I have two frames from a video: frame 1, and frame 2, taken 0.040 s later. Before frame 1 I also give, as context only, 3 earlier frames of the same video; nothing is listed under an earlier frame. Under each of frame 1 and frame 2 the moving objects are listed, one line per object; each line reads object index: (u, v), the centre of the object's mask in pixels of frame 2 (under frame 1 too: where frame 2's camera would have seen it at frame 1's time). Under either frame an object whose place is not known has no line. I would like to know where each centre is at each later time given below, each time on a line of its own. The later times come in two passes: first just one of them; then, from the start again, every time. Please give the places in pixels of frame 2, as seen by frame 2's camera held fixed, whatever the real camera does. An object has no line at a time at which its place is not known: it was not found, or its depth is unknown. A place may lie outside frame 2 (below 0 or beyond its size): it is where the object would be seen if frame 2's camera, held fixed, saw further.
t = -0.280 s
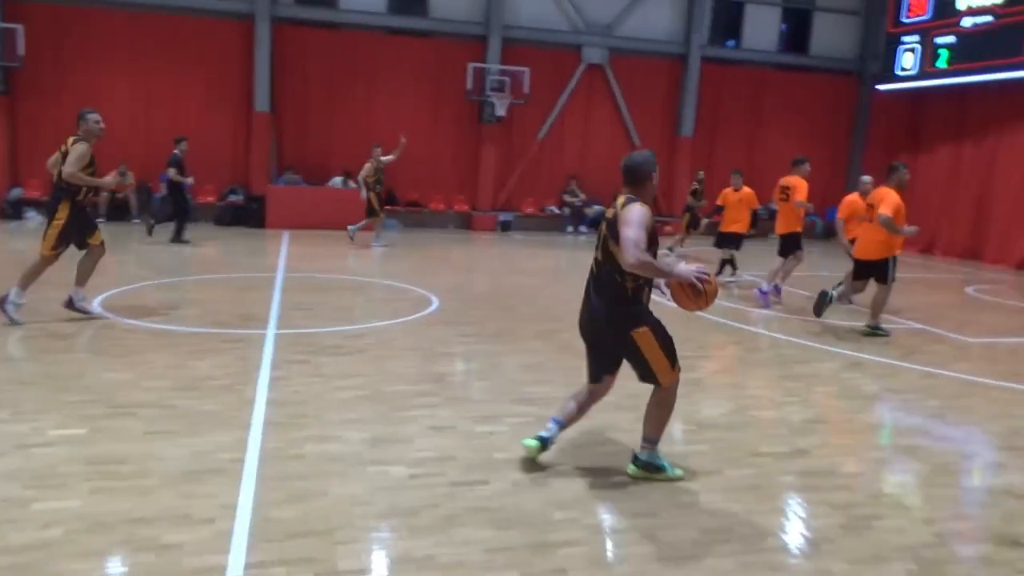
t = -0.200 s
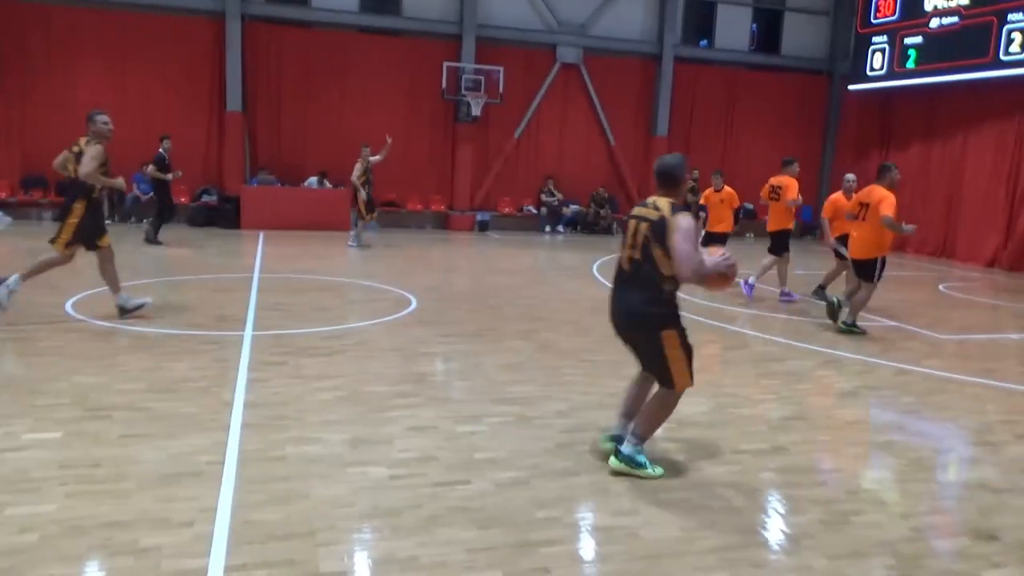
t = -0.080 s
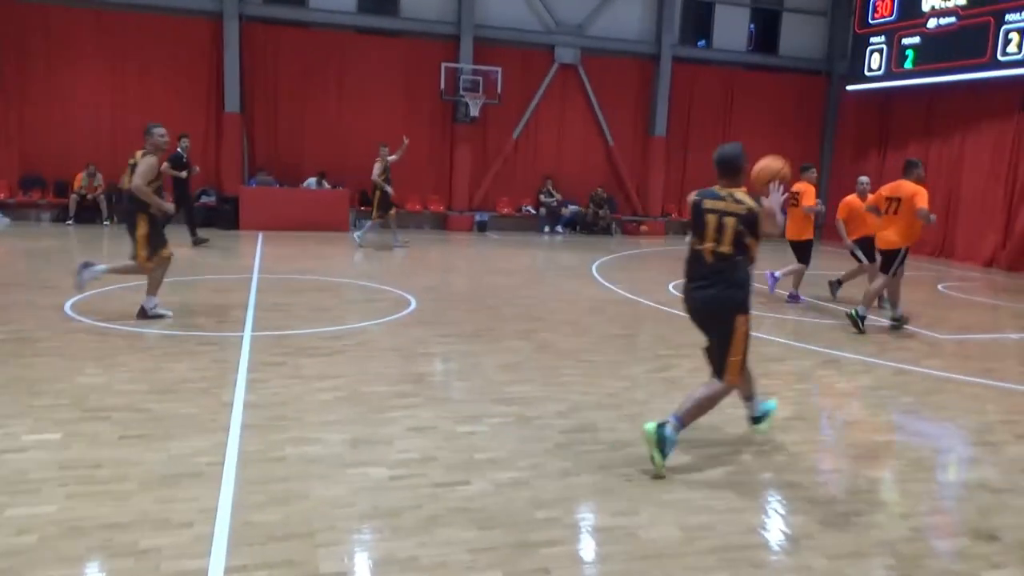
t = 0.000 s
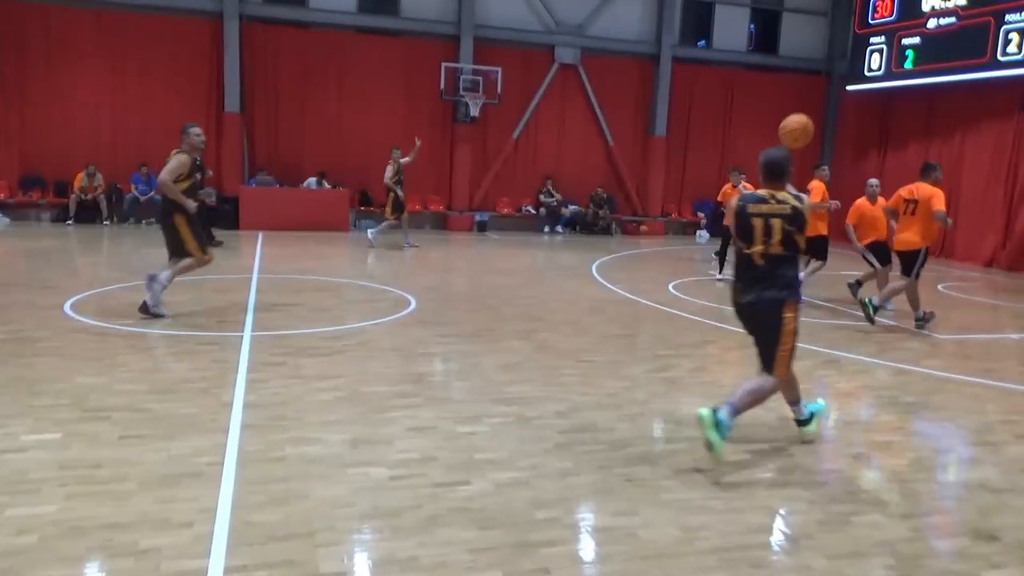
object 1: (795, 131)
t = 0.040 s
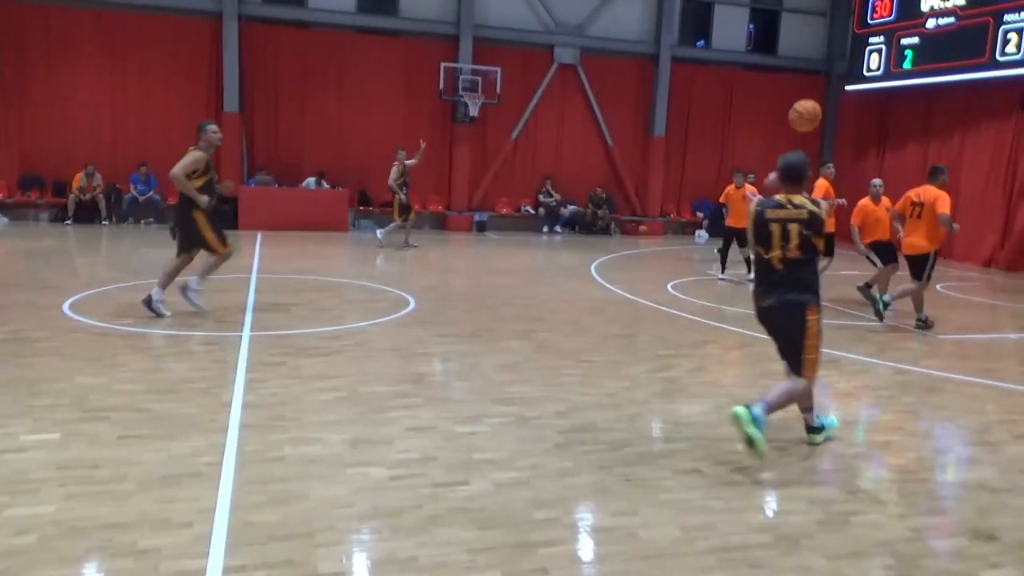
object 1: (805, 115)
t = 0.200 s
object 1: (833, 84)
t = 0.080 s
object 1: (815, 104)
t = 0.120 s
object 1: (822, 95)
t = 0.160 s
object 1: (829, 88)
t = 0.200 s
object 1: (833, 84)
